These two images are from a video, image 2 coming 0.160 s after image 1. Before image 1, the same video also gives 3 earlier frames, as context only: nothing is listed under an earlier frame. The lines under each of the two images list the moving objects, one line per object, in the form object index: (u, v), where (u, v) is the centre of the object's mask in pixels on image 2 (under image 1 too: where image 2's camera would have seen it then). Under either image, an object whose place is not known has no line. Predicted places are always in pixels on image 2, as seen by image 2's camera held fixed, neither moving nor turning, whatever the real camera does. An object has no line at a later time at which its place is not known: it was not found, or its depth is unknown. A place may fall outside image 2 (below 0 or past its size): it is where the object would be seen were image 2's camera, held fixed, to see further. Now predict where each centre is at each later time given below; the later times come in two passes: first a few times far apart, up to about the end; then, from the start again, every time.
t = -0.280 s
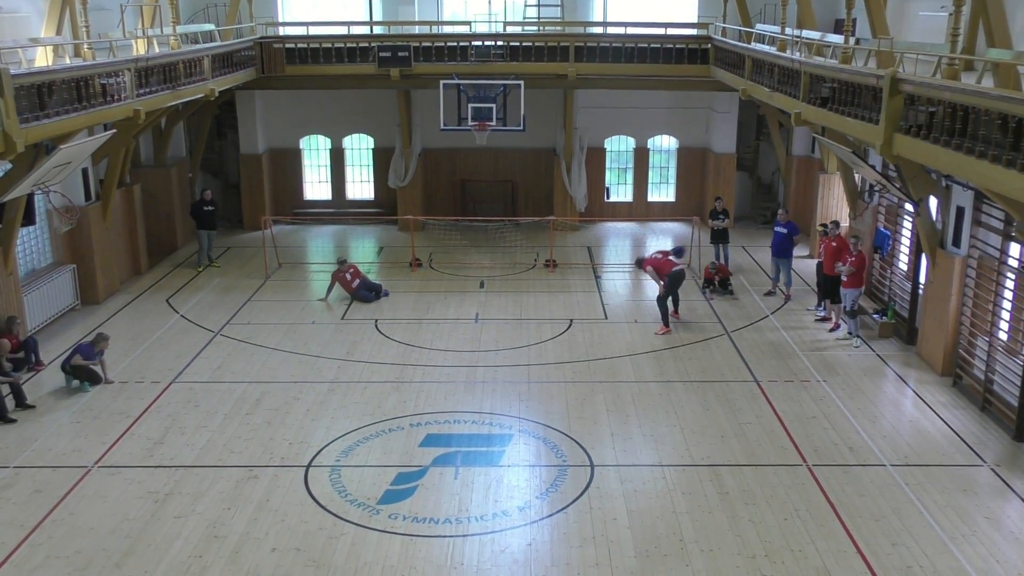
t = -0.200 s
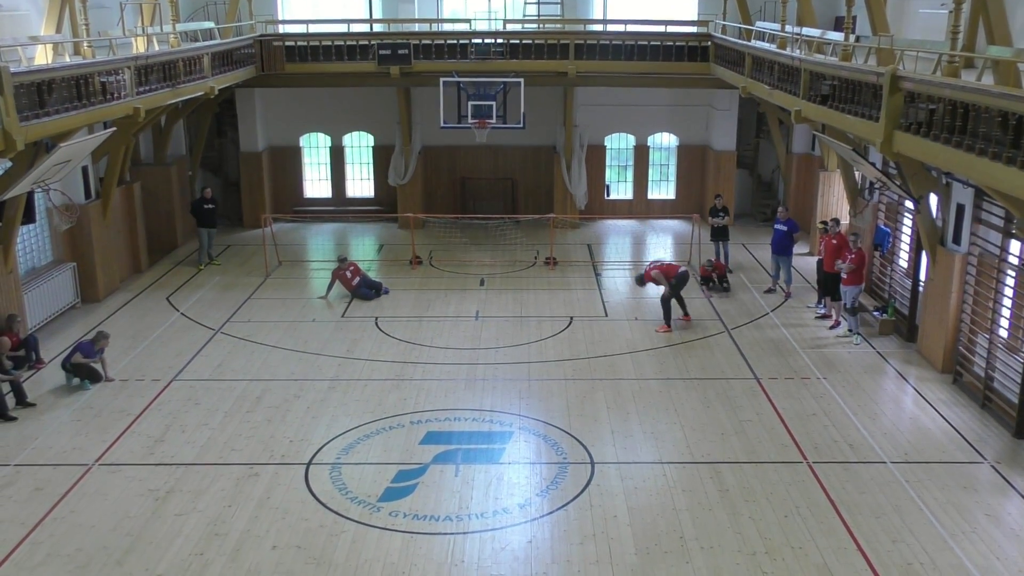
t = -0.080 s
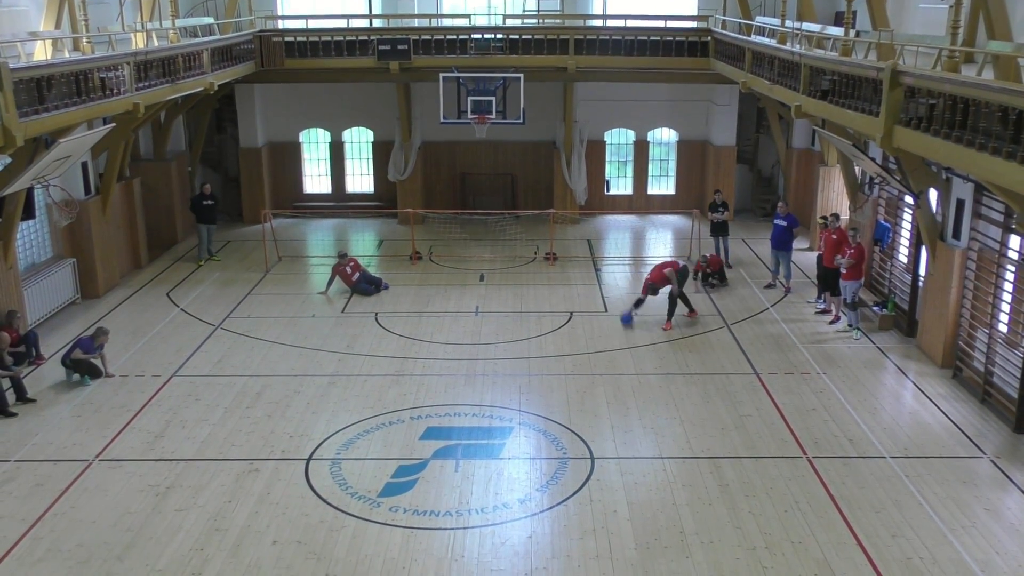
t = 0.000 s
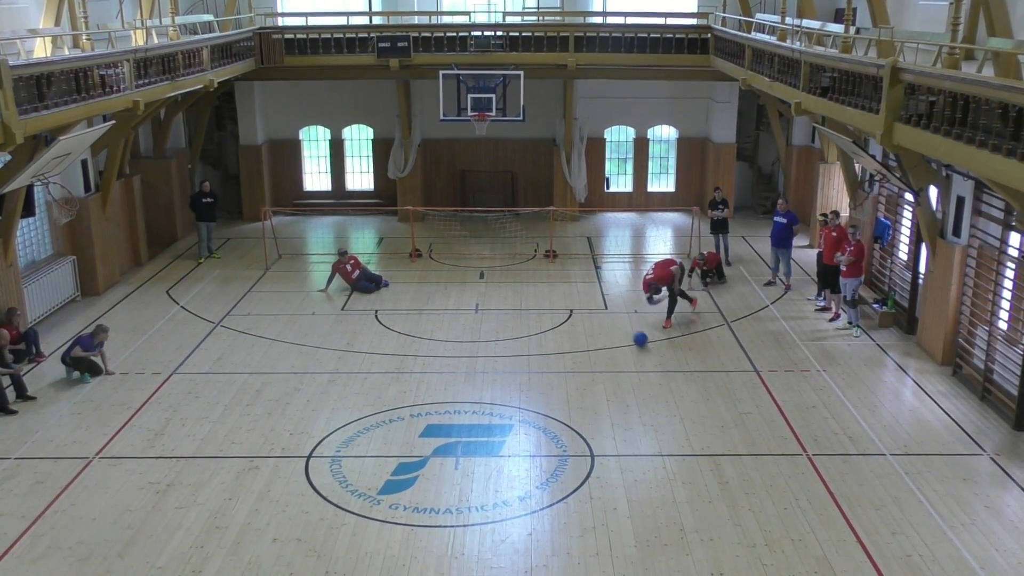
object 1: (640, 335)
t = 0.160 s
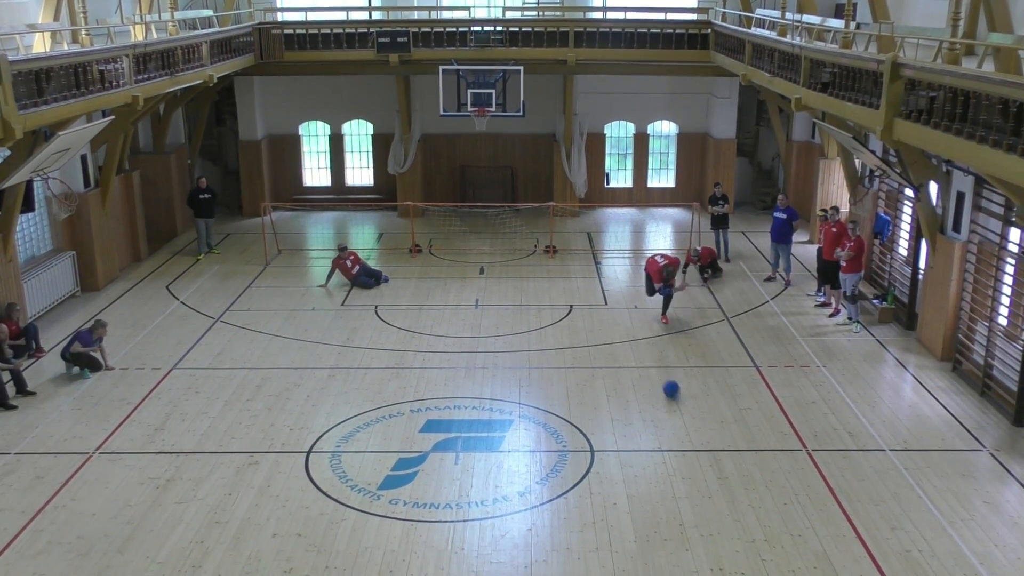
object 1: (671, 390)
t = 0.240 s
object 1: (686, 417)
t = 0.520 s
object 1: (747, 545)
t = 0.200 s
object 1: (679, 402)
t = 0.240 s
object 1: (686, 417)
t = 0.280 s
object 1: (695, 434)
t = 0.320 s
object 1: (704, 454)
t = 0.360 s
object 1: (711, 470)
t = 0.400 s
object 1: (719, 486)
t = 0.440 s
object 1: (728, 506)
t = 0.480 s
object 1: (737, 527)
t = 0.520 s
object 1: (747, 545)
